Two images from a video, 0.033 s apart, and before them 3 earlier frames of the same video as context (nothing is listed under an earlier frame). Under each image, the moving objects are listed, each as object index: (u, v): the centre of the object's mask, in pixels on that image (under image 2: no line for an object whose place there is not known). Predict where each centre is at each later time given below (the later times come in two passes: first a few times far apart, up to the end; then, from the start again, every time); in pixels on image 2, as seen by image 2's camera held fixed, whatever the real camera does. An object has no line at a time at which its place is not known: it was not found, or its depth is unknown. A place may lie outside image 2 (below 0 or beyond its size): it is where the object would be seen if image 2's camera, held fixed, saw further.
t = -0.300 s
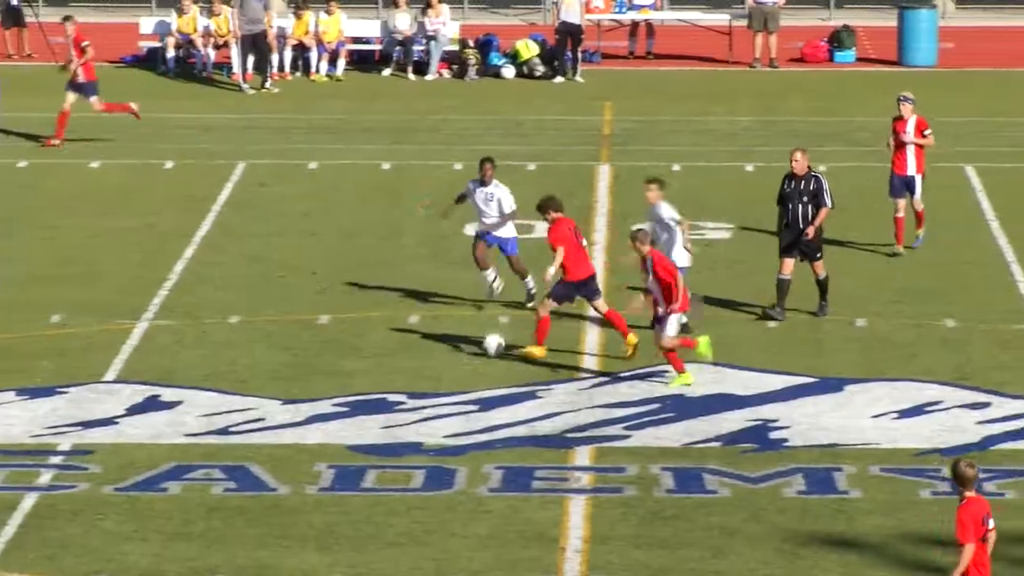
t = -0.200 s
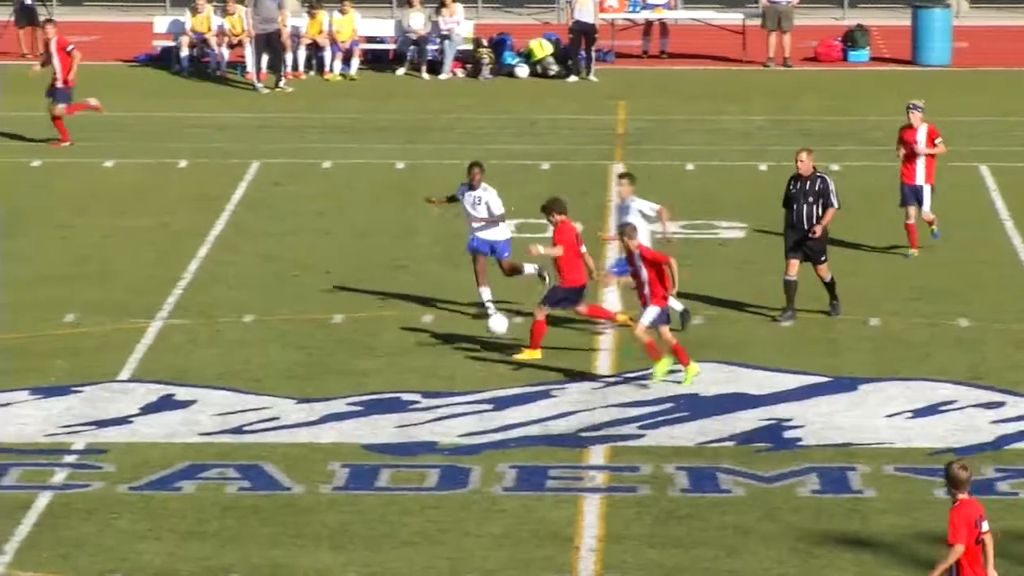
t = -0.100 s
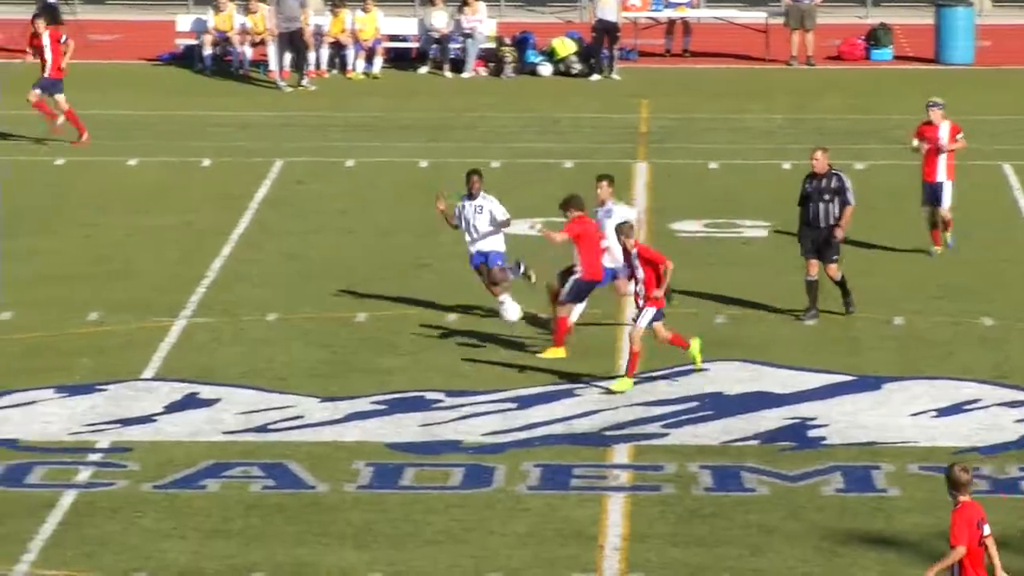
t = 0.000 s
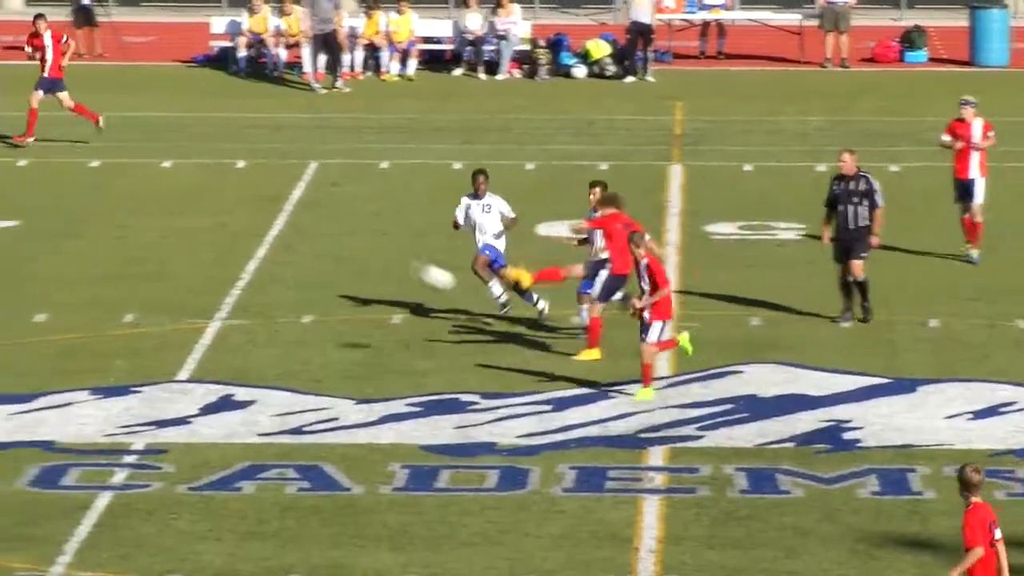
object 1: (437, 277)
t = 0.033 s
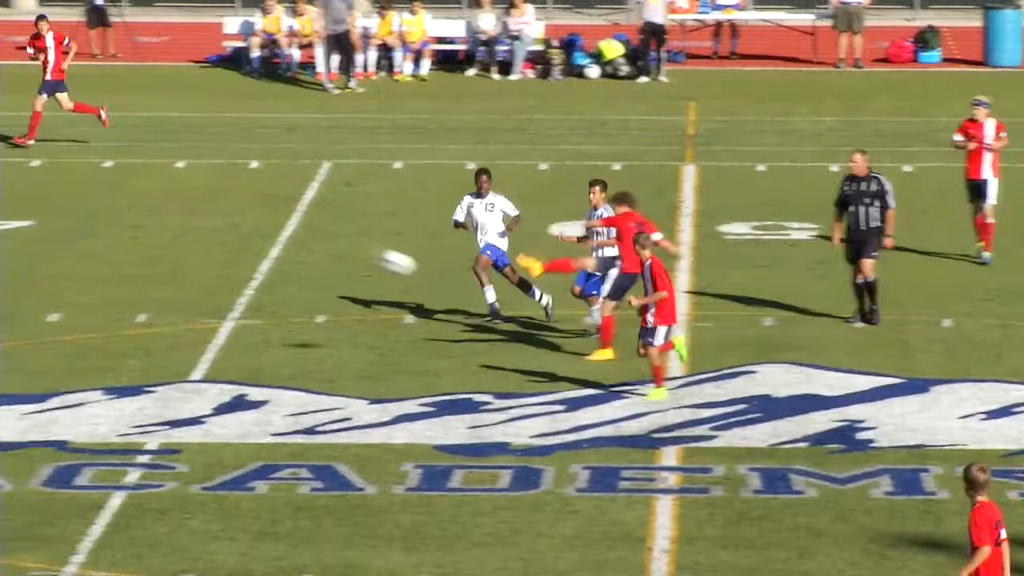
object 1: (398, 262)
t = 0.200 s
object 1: (133, 206)
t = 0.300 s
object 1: (-33, 183)
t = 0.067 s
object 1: (345, 249)
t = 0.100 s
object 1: (293, 236)
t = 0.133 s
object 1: (239, 224)
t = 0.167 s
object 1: (186, 214)
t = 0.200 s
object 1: (133, 206)
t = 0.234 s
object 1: (77, 197)
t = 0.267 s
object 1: (21, 190)
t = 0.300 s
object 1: (-33, 183)
